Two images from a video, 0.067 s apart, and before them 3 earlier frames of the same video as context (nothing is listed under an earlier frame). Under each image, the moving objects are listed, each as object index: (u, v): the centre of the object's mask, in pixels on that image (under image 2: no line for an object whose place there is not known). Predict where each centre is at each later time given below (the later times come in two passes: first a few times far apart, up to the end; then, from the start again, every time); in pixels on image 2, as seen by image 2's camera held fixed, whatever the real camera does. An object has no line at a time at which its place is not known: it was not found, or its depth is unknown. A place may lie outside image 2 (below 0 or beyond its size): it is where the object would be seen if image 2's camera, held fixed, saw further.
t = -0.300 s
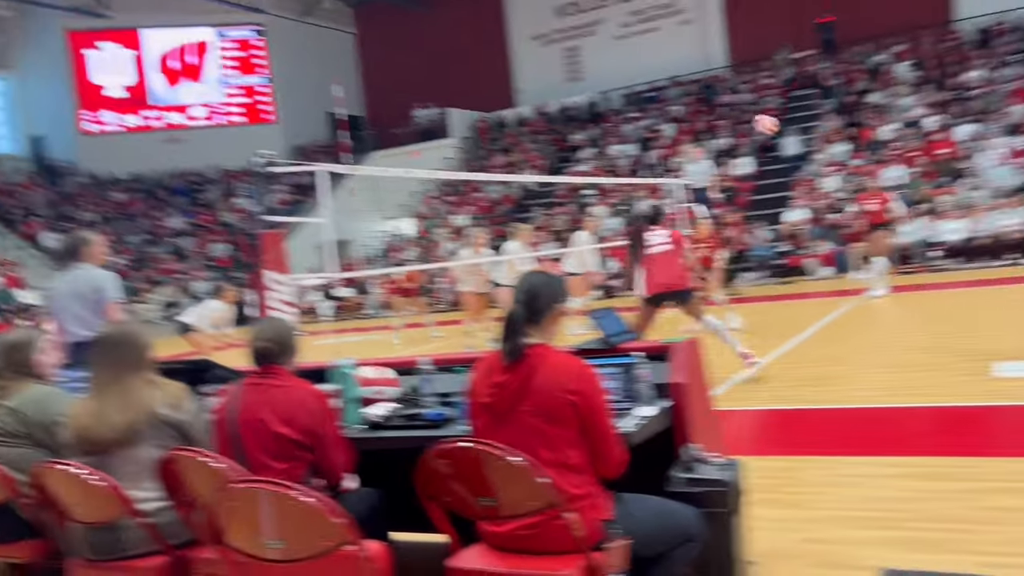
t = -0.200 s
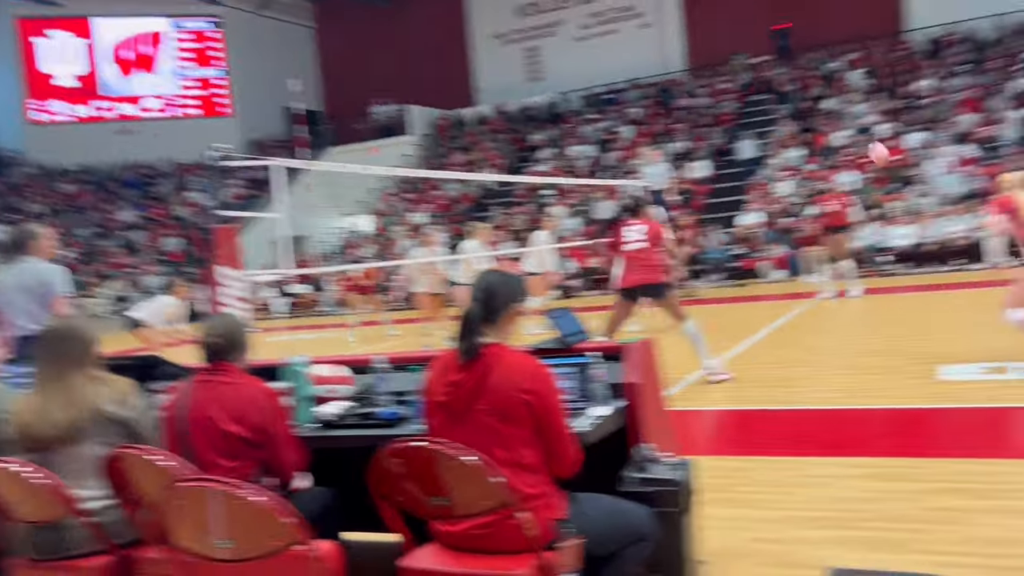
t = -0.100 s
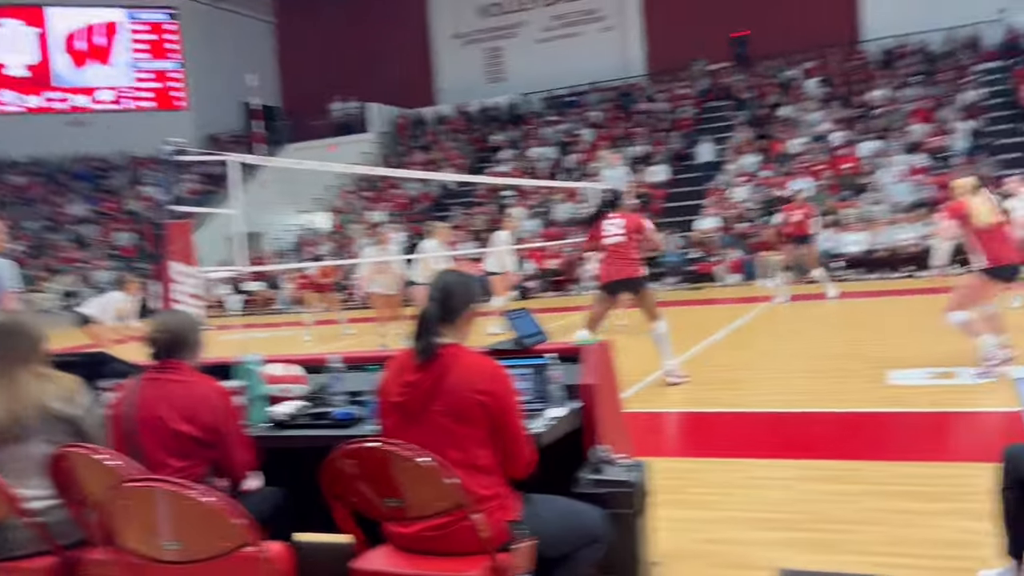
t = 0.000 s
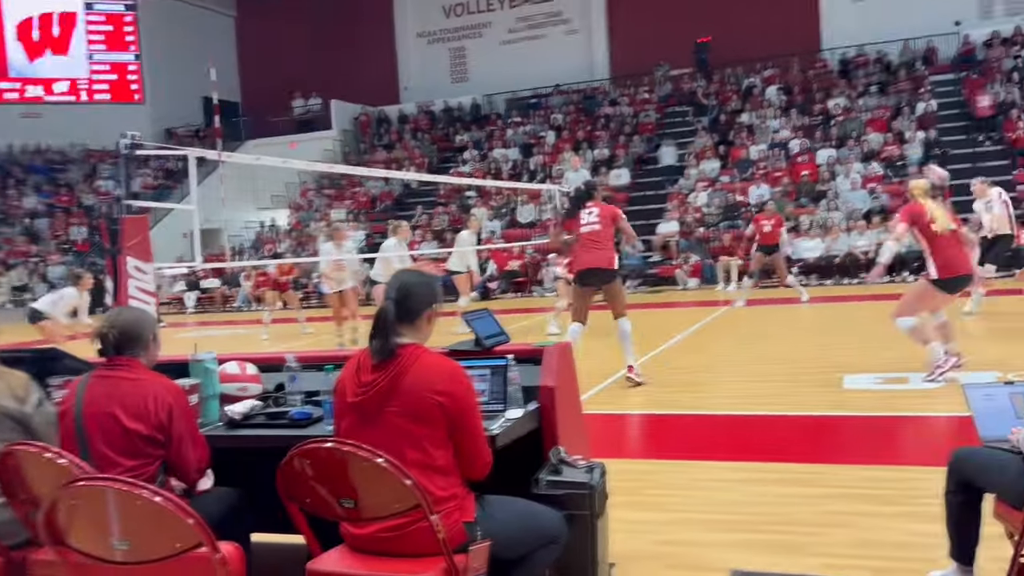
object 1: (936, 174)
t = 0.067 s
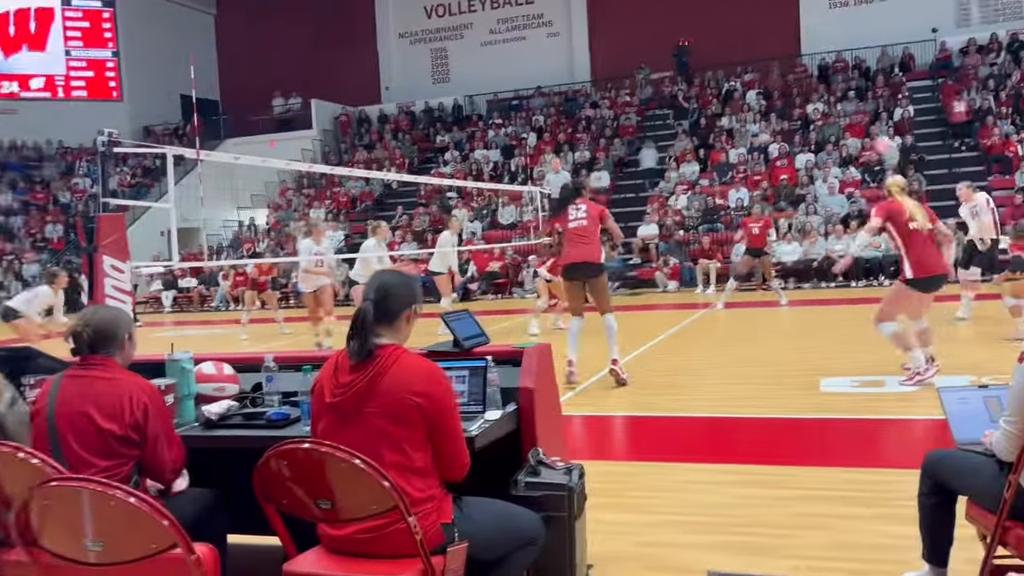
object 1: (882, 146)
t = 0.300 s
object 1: (792, 57)
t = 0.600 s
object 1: (687, 11)
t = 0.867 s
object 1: (606, 27)
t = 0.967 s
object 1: (579, 46)
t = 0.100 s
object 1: (870, 129)
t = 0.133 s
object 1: (857, 115)
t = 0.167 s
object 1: (843, 102)
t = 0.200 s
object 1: (831, 89)
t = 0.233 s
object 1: (817, 77)
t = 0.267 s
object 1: (805, 67)
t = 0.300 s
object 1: (792, 57)
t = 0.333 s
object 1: (780, 48)
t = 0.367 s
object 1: (768, 40)
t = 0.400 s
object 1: (756, 33)
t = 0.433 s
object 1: (744, 28)
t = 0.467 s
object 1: (732, 22)
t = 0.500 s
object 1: (721, 18)
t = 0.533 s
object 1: (709, 15)
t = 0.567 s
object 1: (698, 12)
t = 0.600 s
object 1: (687, 11)
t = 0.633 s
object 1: (676, 10)
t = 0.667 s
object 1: (665, 10)
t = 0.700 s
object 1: (656, 11)
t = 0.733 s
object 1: (645, 13)
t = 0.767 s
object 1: (635, 15)
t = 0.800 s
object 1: (625, 18)
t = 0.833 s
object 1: (615, 22)
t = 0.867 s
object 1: (606, 27)
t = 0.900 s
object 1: (597, 32)
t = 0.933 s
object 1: (588, 39)
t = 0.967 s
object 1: (579, 46)
